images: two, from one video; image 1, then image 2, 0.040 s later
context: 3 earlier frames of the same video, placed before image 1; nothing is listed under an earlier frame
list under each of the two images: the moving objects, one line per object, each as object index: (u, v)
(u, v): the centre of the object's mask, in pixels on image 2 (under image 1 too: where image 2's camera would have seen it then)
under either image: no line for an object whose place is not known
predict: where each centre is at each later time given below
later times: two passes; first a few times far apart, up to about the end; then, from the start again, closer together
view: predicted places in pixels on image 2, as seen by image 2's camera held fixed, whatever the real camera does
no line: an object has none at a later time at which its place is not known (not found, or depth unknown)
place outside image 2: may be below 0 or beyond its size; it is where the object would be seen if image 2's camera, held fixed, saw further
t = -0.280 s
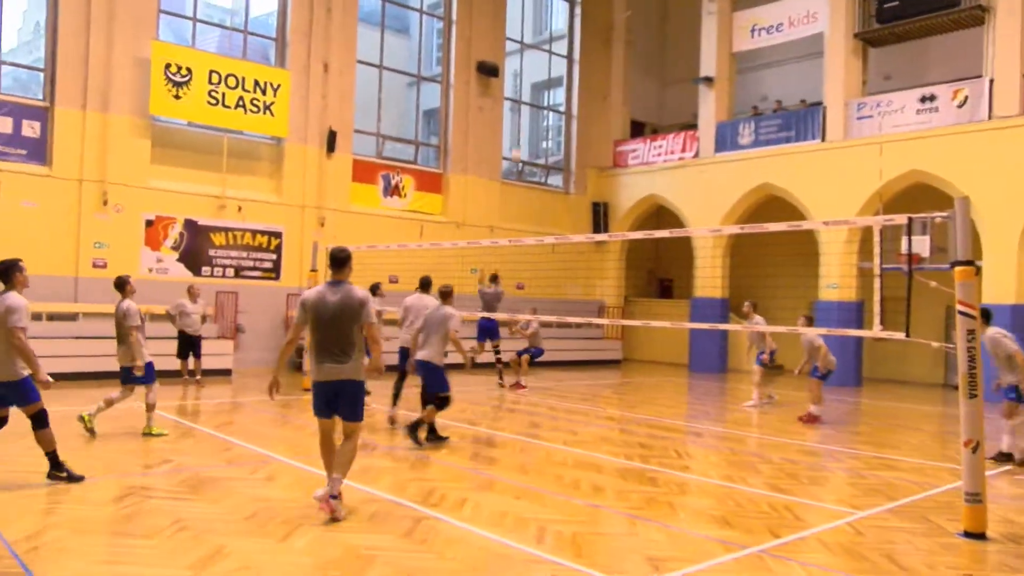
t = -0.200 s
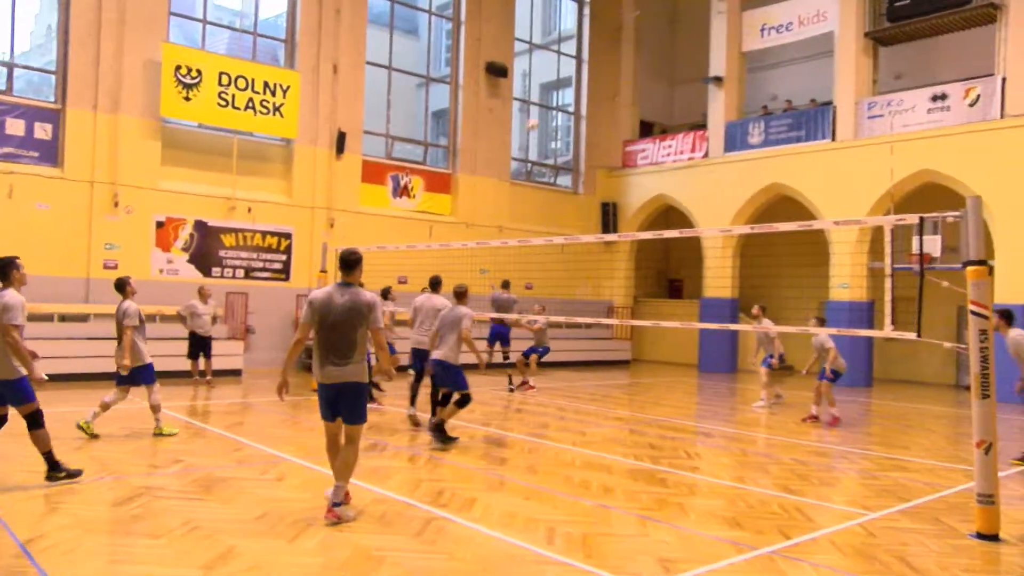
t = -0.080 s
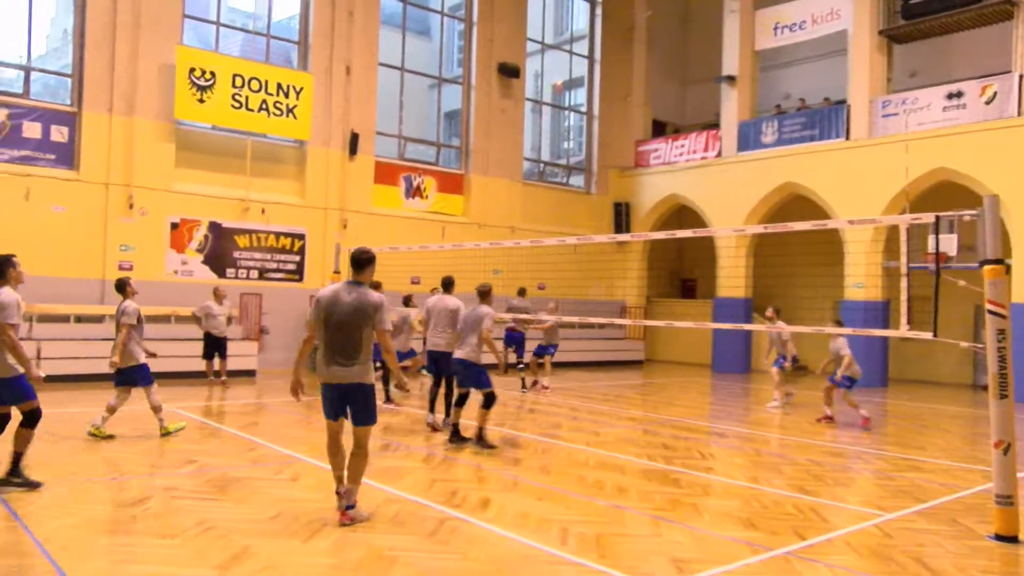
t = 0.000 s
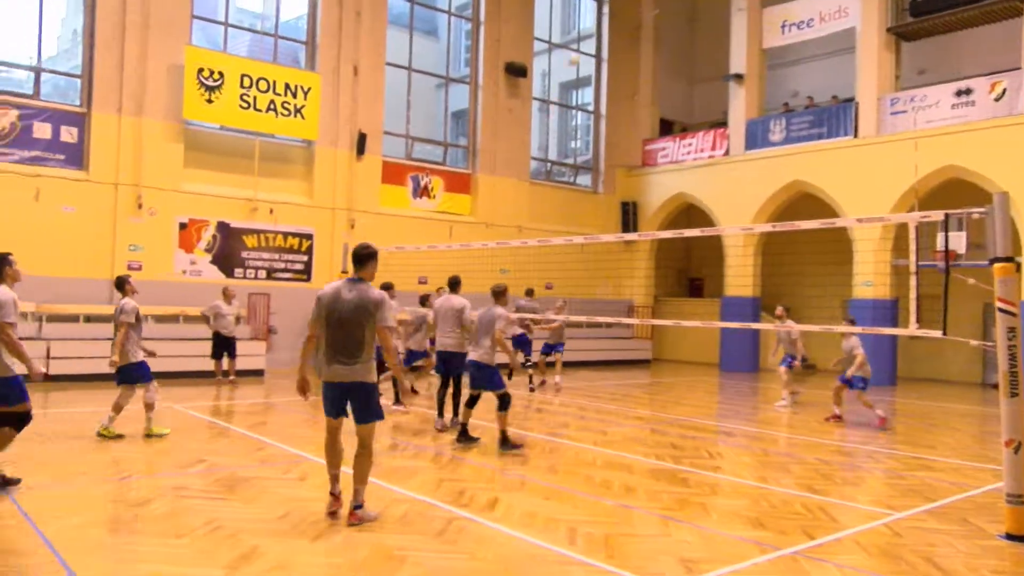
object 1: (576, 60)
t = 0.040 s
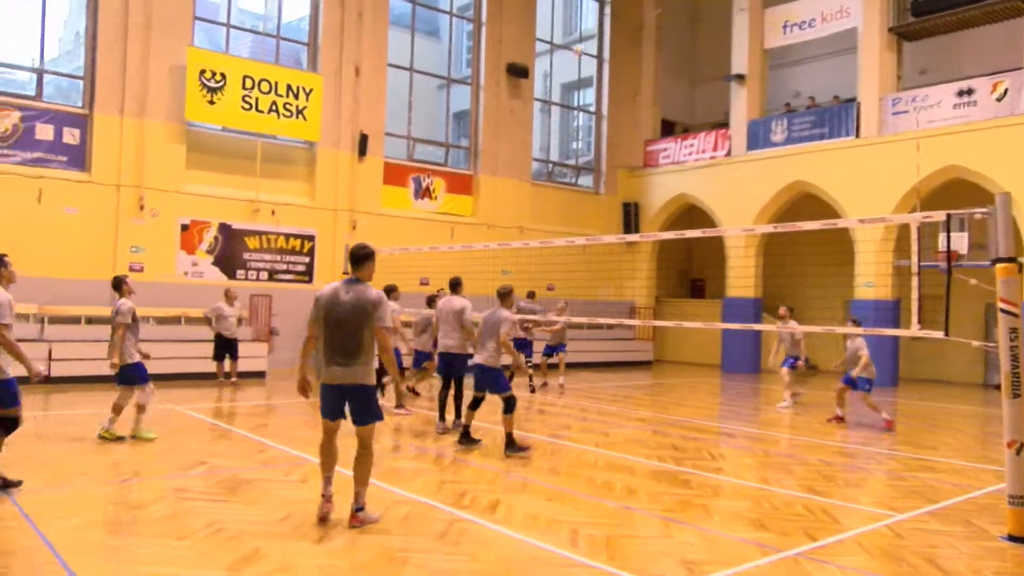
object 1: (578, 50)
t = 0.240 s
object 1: (600, 11)
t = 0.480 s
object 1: (622, -7)
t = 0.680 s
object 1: (640, 3)
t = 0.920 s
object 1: (660, 45)
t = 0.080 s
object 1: (583, 41)
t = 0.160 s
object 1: (592, 26)
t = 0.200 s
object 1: (596, 18)
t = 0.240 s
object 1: (600, 11)
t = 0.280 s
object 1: (604, 5)
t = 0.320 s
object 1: (607, 1)
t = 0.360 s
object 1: (612, -2)
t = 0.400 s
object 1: (615, -4)
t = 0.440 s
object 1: (618, -6)
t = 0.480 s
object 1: (622, -7)
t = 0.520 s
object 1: (625, -7)
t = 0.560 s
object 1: (629, -6)
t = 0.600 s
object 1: (633, -4)
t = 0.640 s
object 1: (636, -1)
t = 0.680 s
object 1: (640, 3)
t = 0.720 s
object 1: (643, 7)
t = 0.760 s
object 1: (646, 13)
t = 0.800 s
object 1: (649, 19)
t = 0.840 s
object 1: (653, 27)
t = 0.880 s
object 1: (656, 35)
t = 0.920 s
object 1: (660, 45)
